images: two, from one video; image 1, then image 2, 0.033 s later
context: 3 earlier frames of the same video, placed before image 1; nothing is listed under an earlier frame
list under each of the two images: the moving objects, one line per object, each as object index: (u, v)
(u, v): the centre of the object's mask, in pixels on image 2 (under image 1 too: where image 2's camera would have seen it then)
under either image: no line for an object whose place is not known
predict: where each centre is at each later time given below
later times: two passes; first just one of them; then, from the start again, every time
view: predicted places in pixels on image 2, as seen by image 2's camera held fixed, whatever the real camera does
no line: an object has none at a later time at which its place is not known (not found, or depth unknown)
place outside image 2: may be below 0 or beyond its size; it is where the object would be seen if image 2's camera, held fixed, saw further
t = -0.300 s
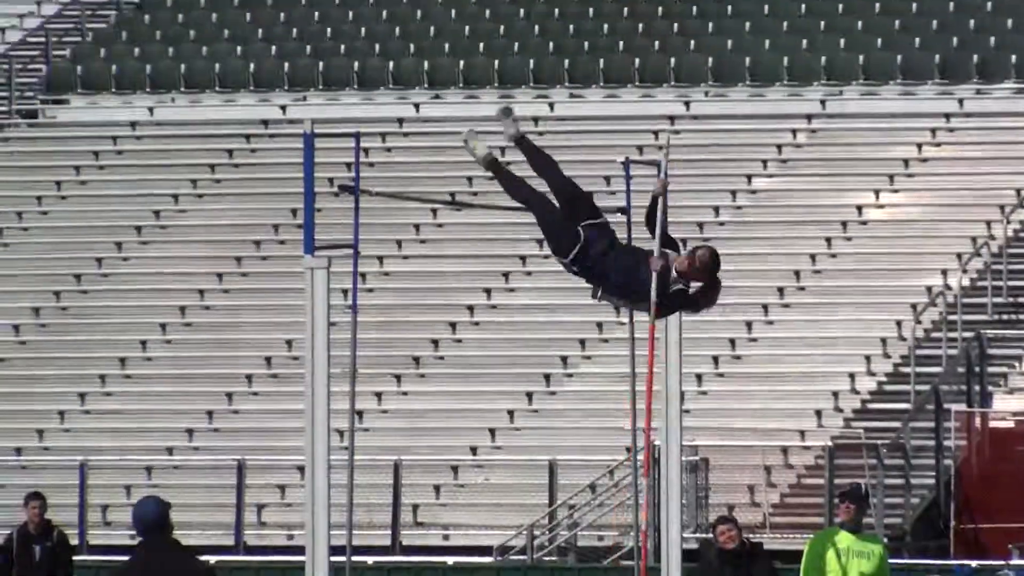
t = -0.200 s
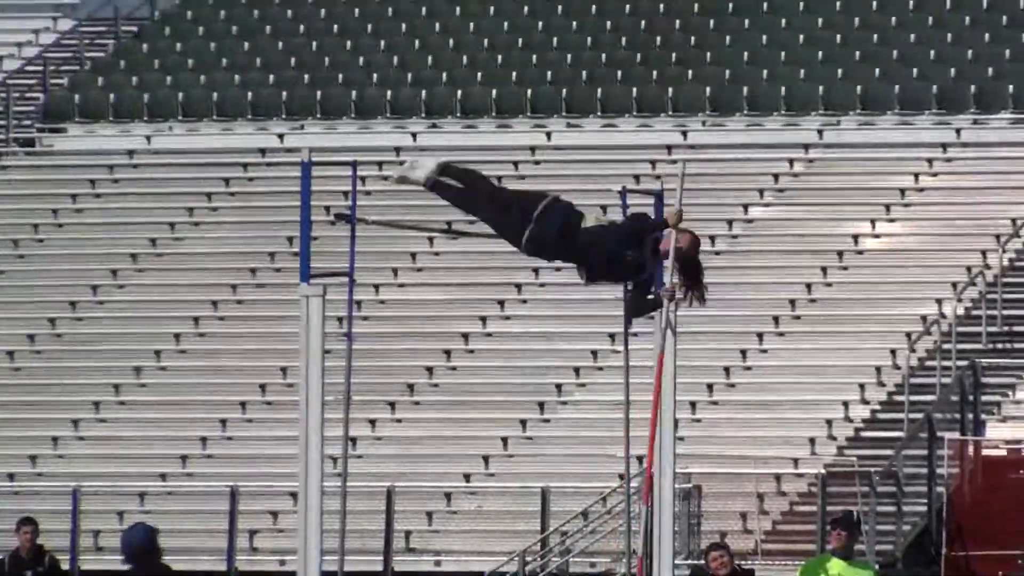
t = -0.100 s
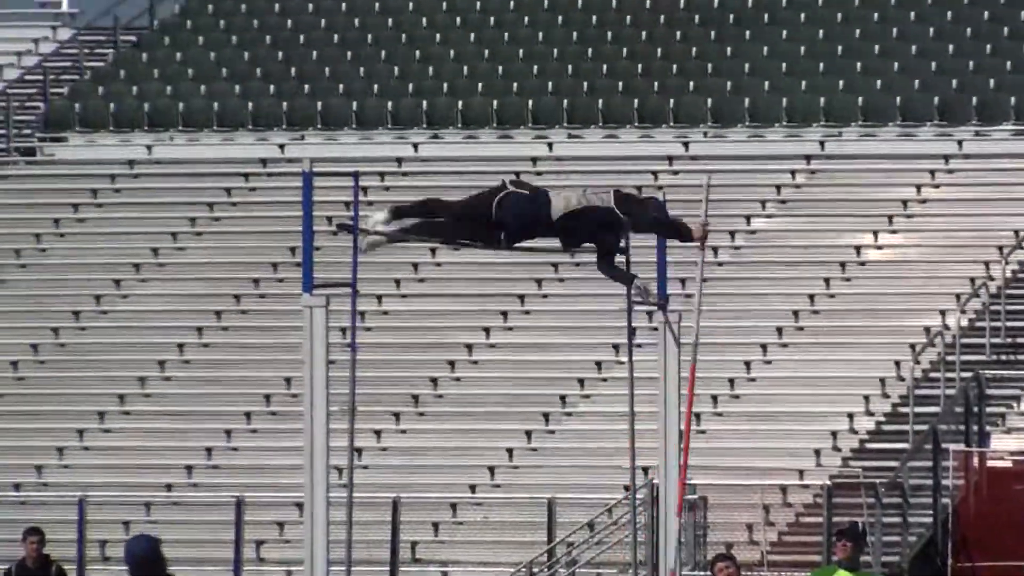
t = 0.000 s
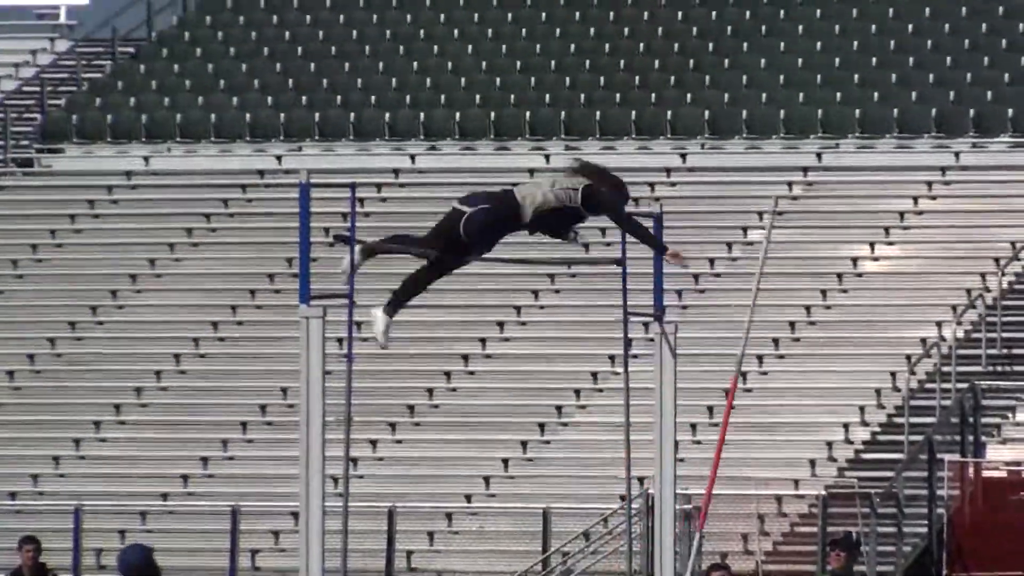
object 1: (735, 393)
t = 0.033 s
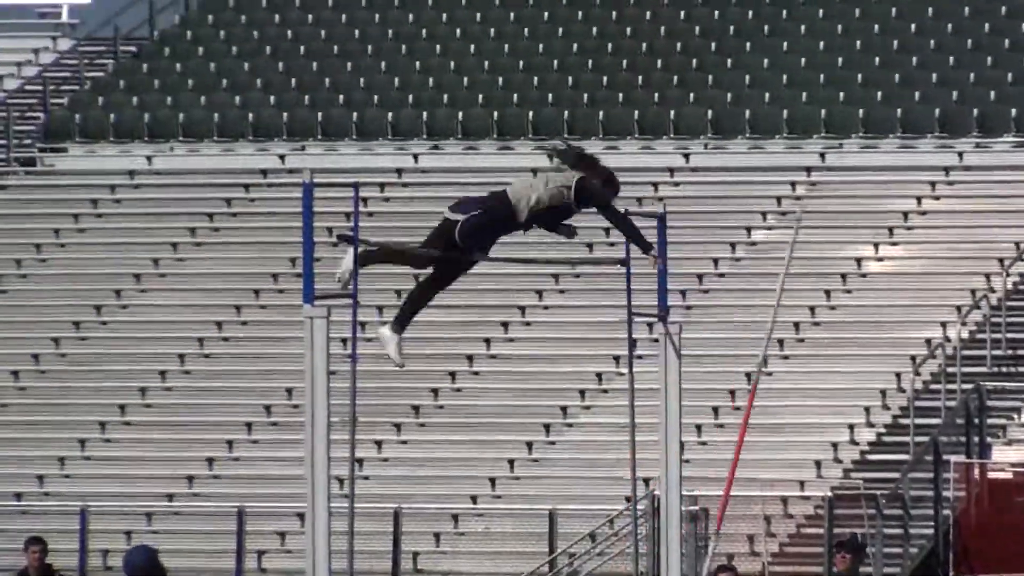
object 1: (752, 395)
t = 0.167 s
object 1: (814, 410)
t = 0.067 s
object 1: (769, 390)
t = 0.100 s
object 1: (785, 397)
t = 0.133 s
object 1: (800, 404)
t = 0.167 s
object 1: (814, 410)
